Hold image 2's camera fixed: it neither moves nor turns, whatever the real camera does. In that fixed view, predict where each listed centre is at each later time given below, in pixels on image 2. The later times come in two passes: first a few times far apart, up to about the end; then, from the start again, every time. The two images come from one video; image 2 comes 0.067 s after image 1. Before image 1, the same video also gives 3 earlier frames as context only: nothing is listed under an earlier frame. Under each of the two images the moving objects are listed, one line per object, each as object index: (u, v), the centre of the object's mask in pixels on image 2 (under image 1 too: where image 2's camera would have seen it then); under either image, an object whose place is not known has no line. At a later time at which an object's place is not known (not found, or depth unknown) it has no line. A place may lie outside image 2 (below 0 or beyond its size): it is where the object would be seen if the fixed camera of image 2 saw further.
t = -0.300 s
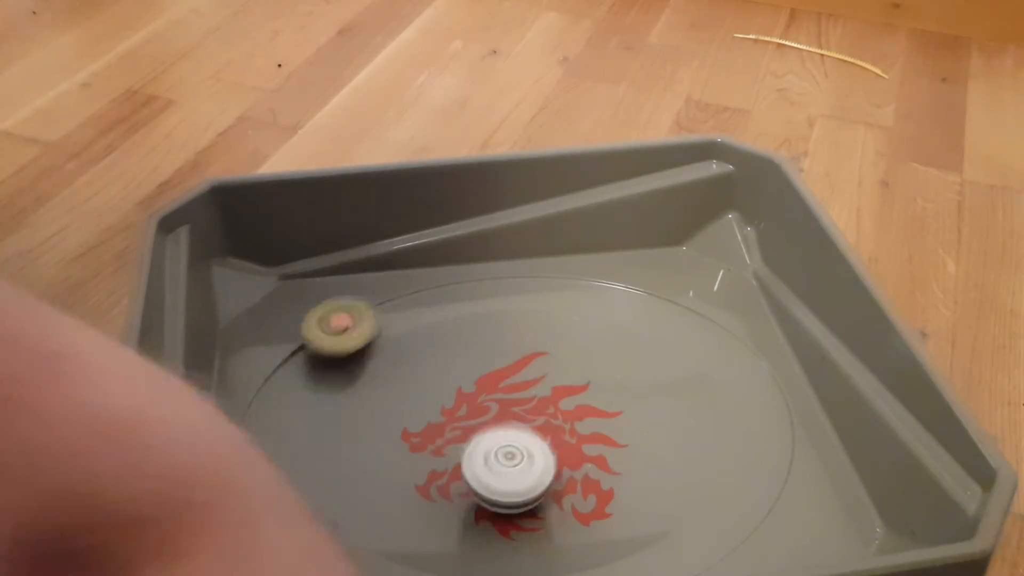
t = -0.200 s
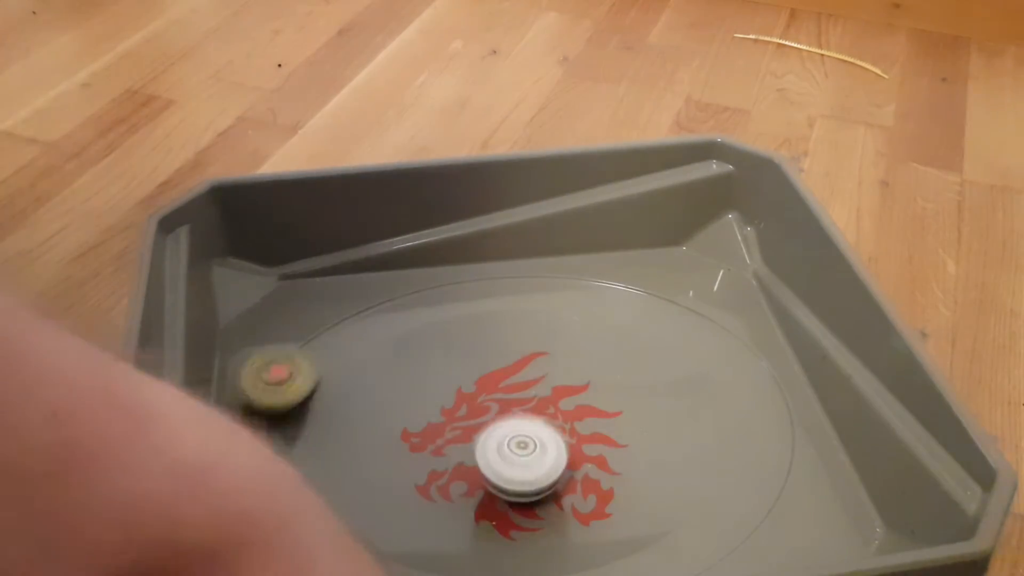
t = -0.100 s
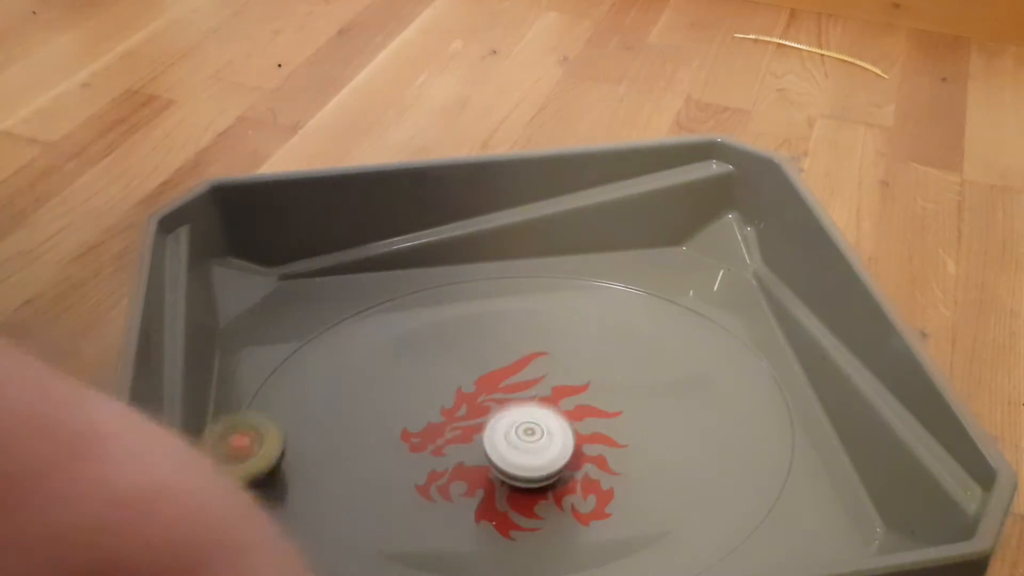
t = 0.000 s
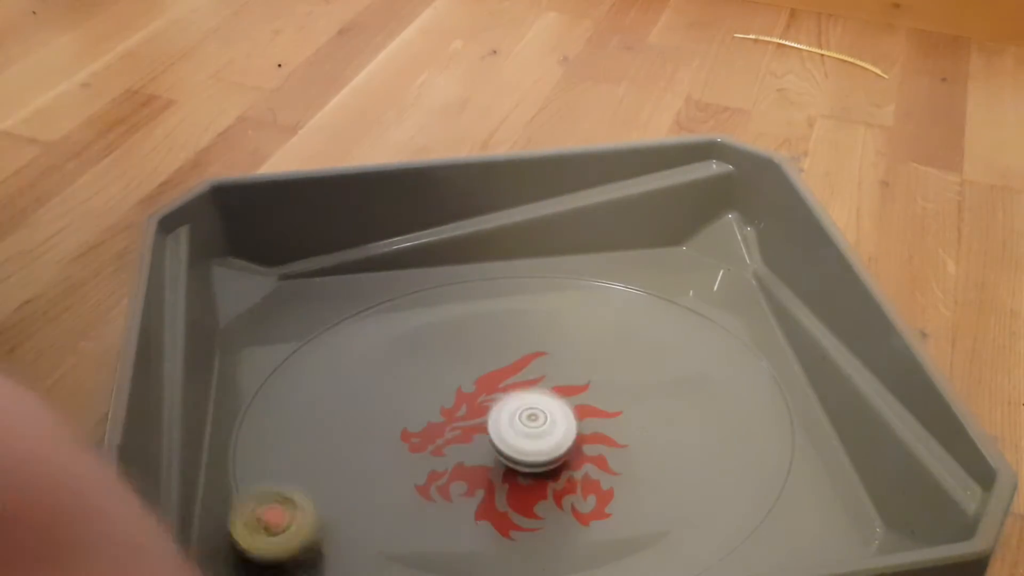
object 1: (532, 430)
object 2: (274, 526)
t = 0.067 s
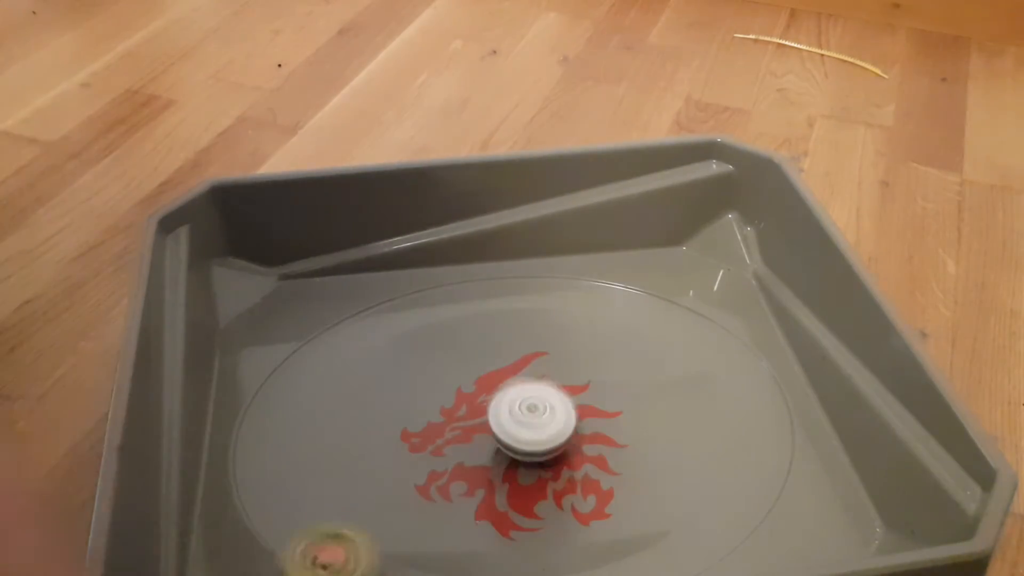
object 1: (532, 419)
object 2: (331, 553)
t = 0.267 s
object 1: (525, 393)
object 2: (544, 563)
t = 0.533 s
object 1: (506, 372)
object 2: (751, 470)
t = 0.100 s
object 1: (532, 414)
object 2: (366, 558)
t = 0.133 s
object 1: (532, 410)
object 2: (397, 562)
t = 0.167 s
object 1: (530, 406)
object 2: (434, 565)
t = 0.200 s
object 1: (529, 401)
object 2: (472, 565)
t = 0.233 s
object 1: (527, 397)
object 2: (506, 564)
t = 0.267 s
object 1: (525, 393)
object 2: (544, 563)
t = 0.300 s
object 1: (523, 389)
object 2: (580, 560)
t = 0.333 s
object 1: (521, 386)
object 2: (612, 556)
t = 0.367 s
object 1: (519, 383)
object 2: (645, 550)
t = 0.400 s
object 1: (517, 380)
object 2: (675, 542)
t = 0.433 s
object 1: (514, 378)
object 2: (700, 528)
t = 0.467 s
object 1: (511, 376)
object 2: (721, 509)
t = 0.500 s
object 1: (508, 374)
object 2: (738, 490)
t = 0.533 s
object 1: (506, 372)
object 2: (751, 470)
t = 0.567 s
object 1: (503, 371)
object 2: (761, 448)
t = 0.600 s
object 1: (500, 370)
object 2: (764, 428)
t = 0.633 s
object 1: (497, 370)
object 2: (765, 407)
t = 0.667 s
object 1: (495, 370)
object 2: (763, 385)
